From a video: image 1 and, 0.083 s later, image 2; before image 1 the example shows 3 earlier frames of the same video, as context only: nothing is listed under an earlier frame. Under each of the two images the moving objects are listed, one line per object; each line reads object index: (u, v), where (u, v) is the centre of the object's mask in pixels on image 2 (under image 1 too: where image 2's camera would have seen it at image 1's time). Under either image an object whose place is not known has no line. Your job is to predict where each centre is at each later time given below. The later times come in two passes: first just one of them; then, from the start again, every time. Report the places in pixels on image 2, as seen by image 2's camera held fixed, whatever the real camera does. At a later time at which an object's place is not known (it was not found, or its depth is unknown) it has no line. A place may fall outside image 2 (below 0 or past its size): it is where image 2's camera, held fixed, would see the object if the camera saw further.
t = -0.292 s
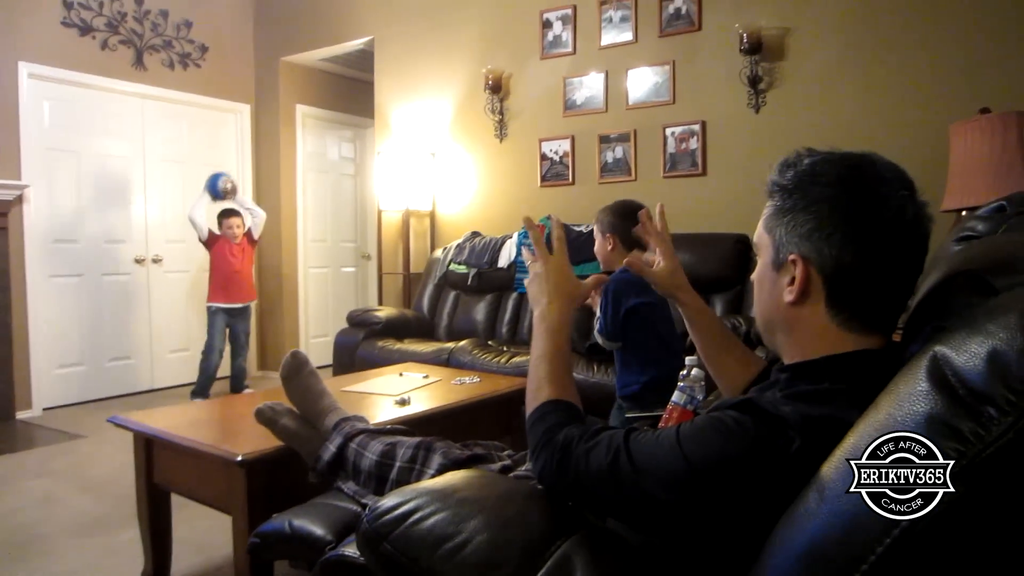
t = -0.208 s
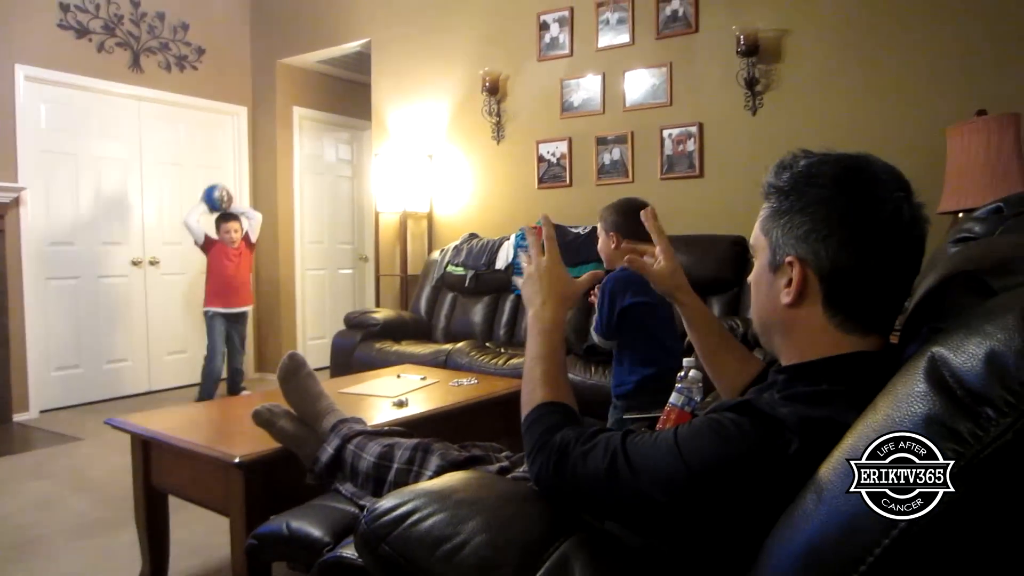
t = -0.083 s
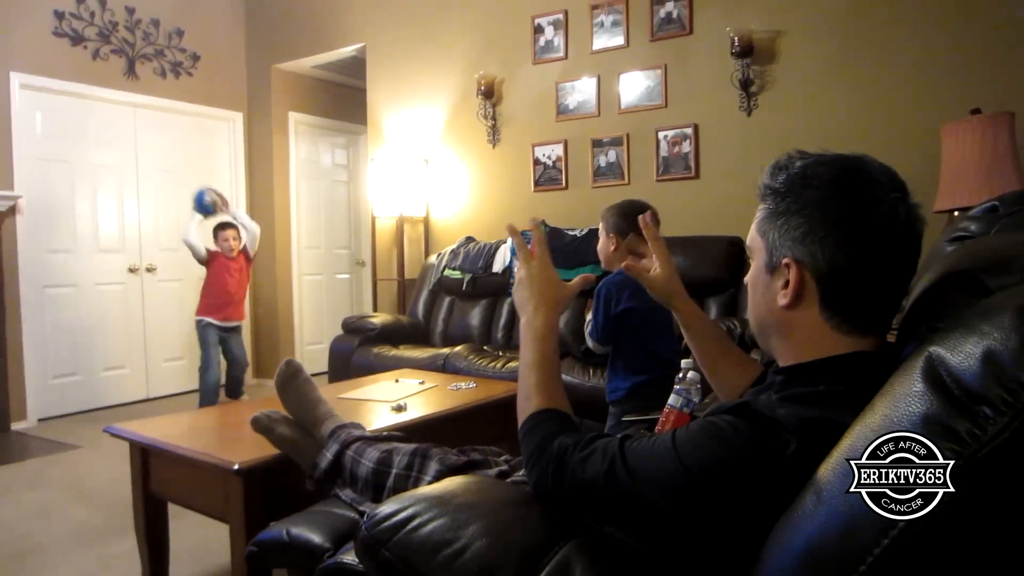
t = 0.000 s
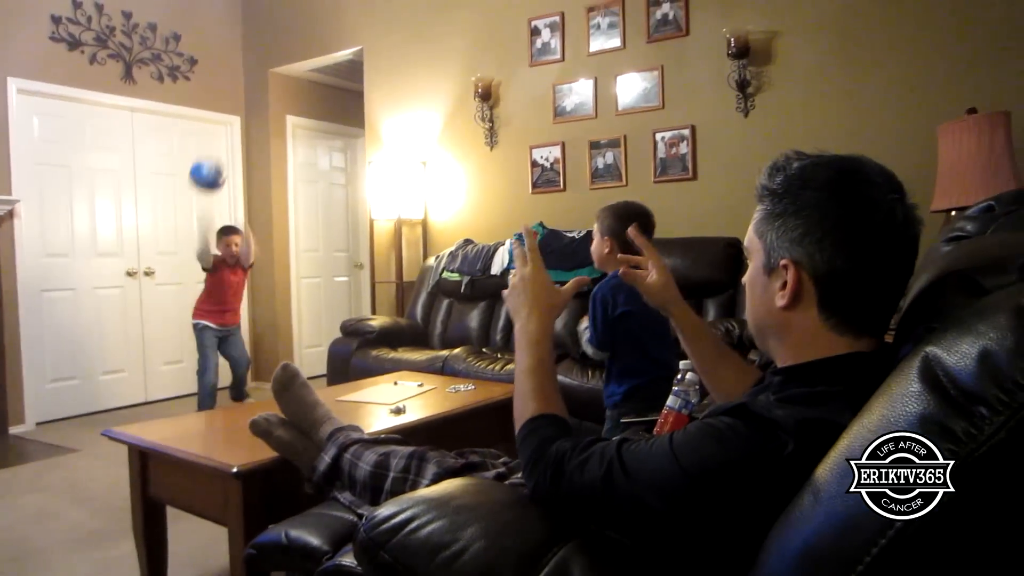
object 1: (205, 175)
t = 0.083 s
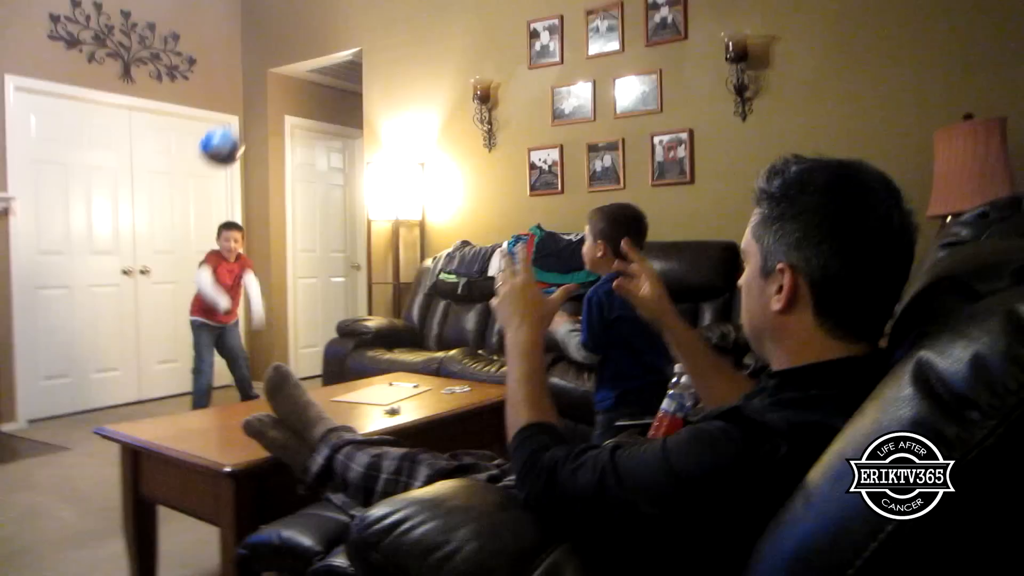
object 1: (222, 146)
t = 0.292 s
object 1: (284, 103)
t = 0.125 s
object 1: (232, 134)
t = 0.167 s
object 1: (243, 124)
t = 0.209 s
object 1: (256, 114)
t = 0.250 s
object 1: (270, 107)
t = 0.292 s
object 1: (284, 103)
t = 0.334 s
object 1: (304, 104)
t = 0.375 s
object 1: (333, 111)
